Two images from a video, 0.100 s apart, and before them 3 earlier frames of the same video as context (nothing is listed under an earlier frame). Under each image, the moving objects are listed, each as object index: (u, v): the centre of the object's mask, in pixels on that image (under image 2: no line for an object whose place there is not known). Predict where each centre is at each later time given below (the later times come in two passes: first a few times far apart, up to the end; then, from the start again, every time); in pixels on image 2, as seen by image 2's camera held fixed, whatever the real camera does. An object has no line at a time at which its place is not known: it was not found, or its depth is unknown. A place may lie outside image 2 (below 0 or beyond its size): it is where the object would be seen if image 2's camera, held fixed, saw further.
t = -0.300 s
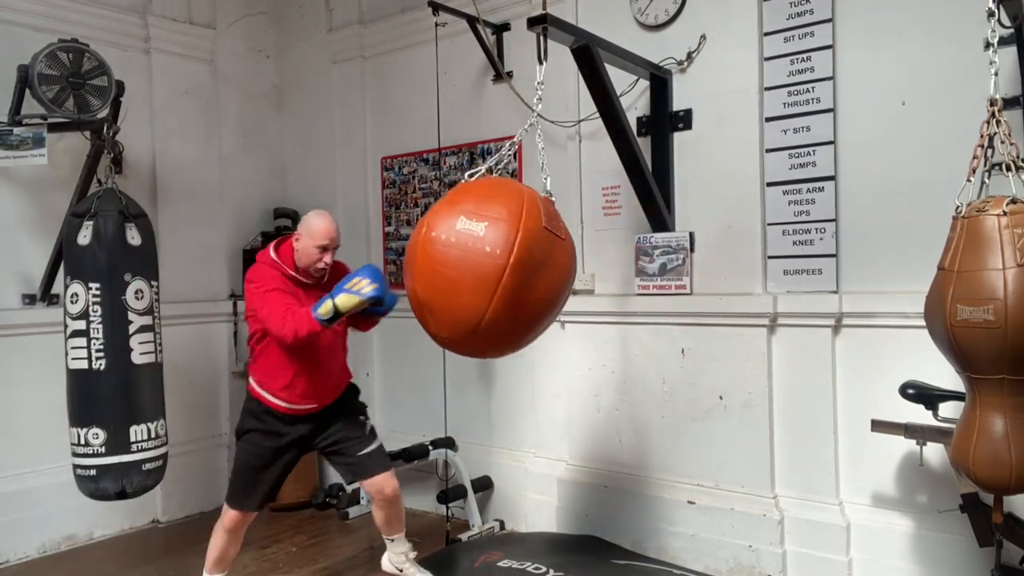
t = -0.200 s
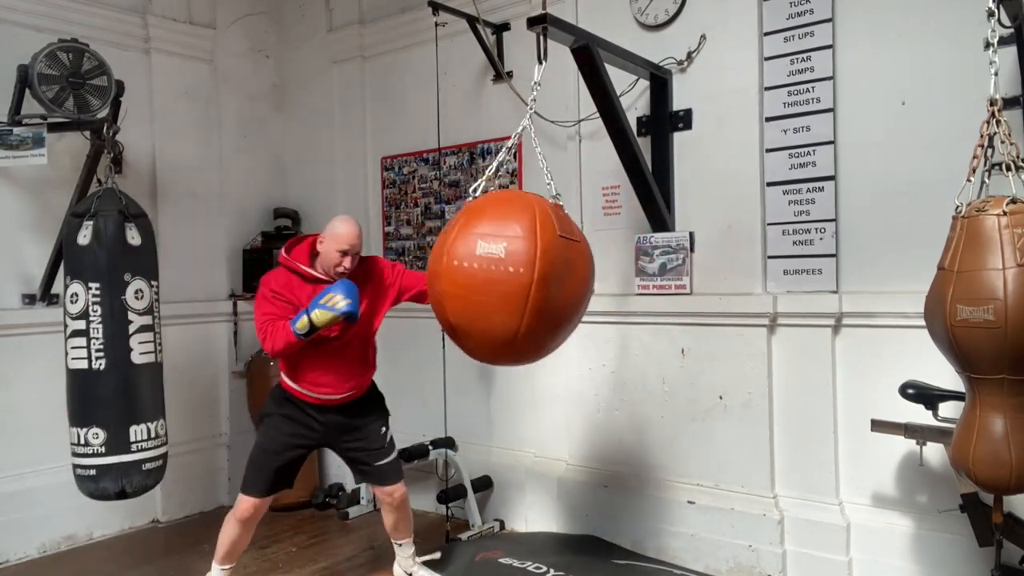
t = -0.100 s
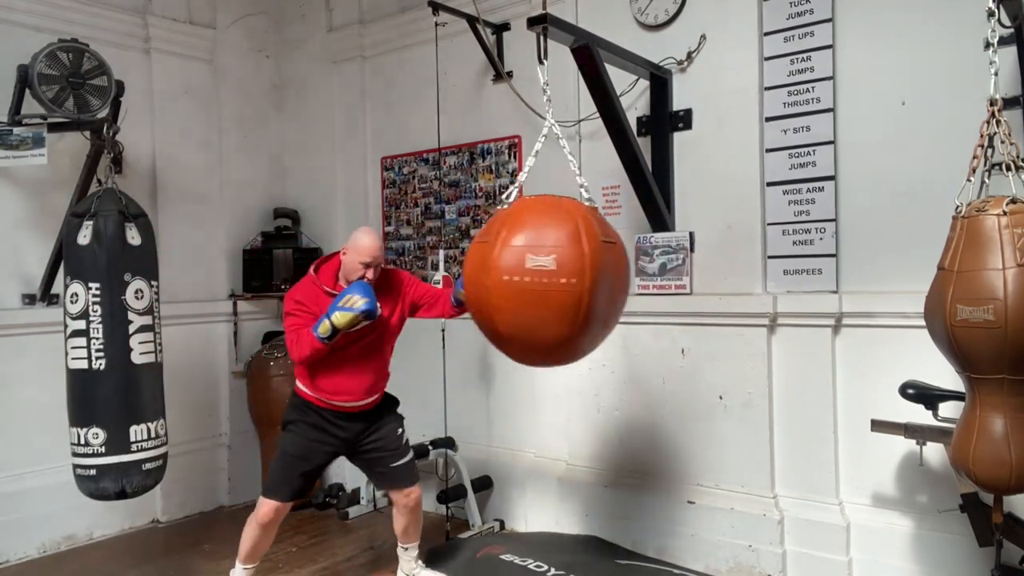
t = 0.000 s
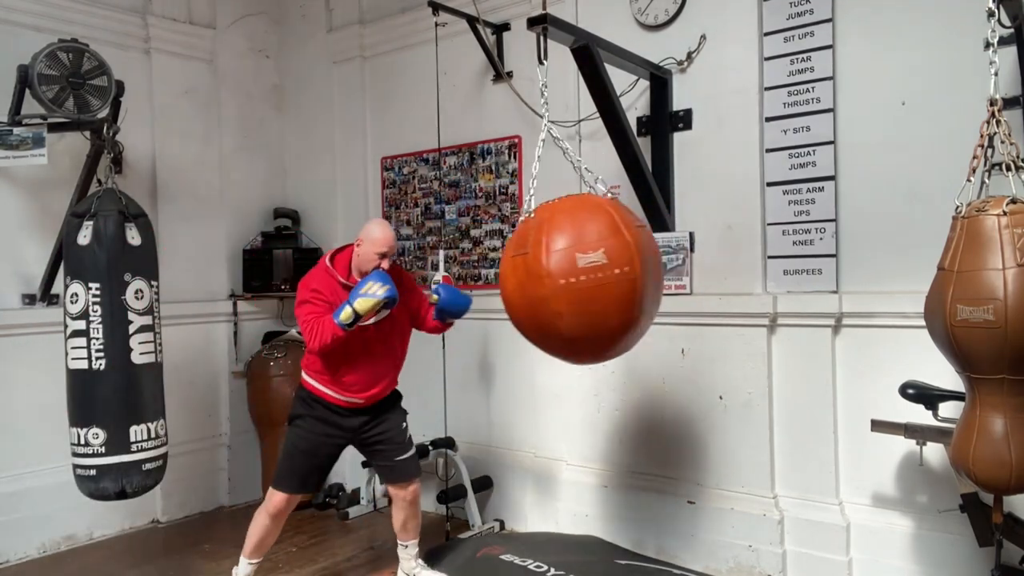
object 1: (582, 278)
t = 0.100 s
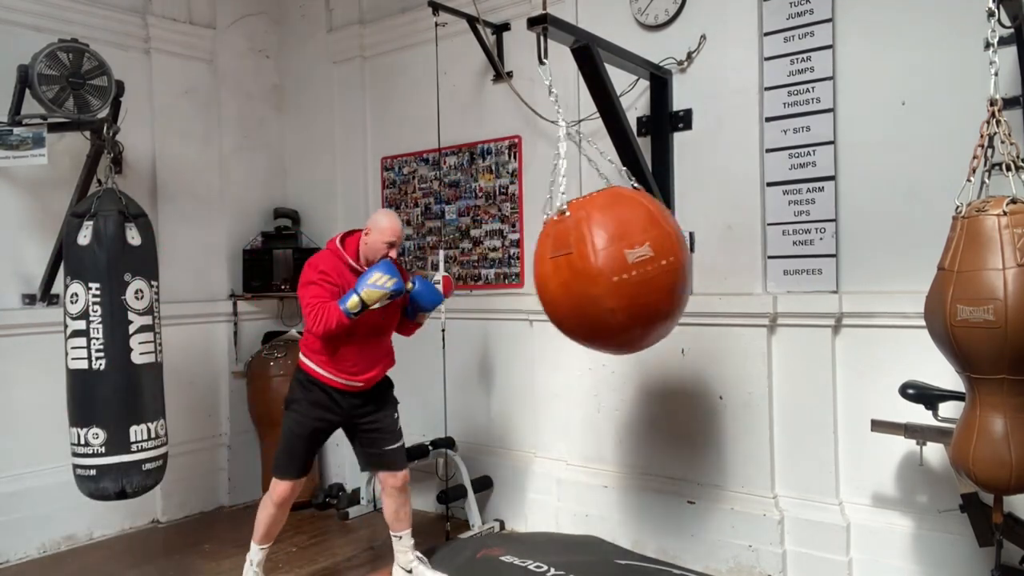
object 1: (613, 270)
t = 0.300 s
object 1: (648, 251)
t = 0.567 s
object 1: (631, 258)
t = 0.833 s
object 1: (559, 282)
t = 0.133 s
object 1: (621, 267)
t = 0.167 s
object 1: (629, 263)
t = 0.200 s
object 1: (636, 260)
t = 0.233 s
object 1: (642, 257)
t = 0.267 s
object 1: (645, 254)
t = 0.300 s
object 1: (648, 251)
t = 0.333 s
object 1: (650, 249)
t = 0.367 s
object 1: (650, 249)
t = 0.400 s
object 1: (650, 249)
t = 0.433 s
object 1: (648, 250)
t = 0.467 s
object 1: (645, 251)
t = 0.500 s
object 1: (642, 253)
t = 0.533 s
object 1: (637, 255)
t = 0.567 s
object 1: (631, 258)
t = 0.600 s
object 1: (625, 261)
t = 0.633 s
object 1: (618, 265)
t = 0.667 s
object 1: (609, 269)
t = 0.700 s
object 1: (600, 272)
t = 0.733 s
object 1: (590, 275)
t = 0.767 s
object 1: (580, 278)
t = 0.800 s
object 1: (570, 280)
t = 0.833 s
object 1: (559, 282)
